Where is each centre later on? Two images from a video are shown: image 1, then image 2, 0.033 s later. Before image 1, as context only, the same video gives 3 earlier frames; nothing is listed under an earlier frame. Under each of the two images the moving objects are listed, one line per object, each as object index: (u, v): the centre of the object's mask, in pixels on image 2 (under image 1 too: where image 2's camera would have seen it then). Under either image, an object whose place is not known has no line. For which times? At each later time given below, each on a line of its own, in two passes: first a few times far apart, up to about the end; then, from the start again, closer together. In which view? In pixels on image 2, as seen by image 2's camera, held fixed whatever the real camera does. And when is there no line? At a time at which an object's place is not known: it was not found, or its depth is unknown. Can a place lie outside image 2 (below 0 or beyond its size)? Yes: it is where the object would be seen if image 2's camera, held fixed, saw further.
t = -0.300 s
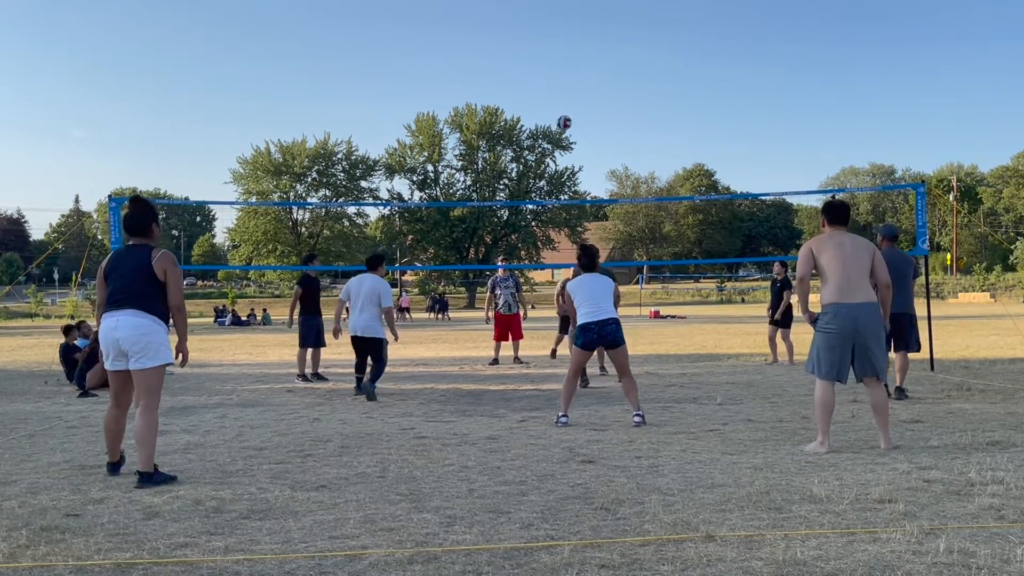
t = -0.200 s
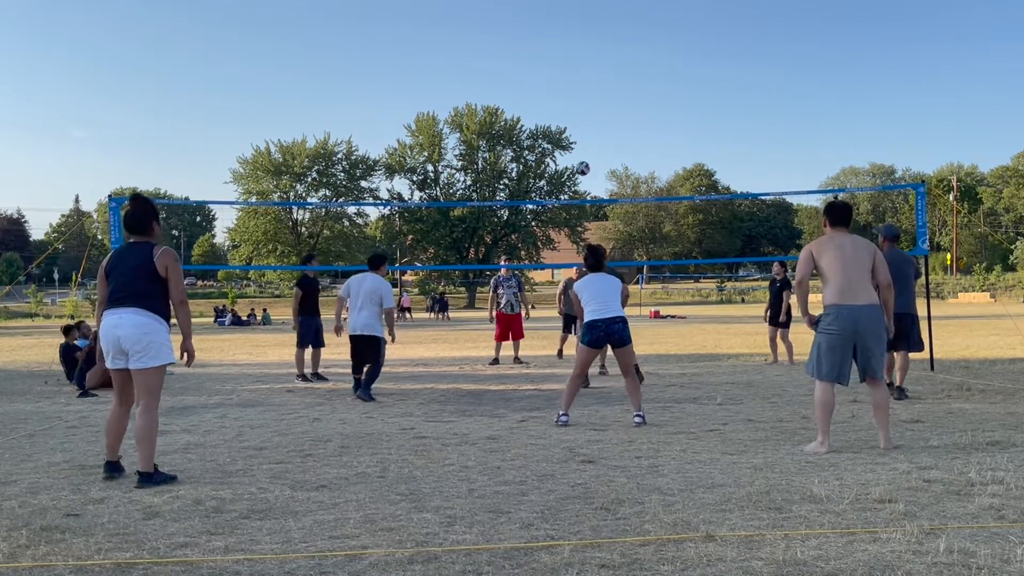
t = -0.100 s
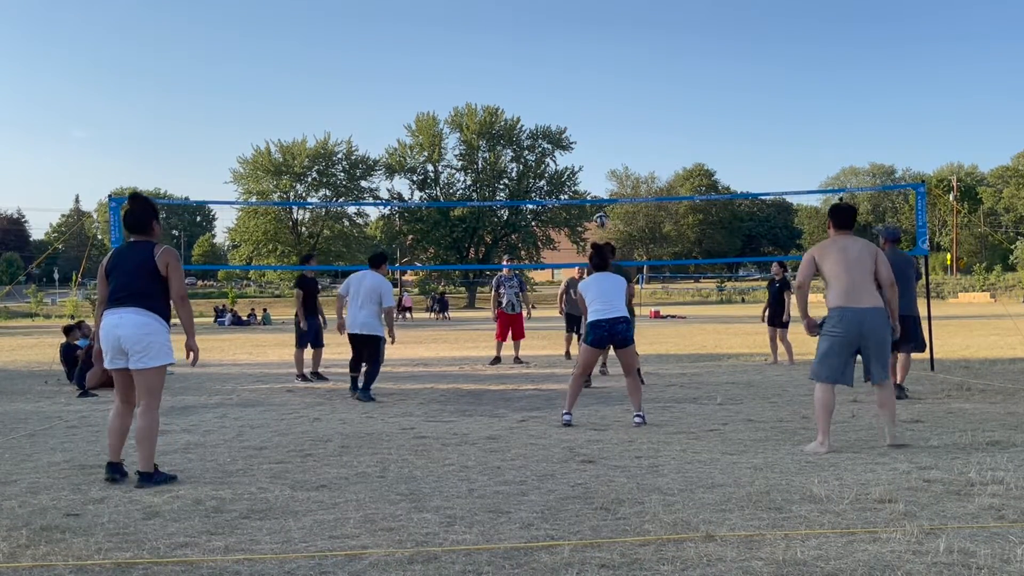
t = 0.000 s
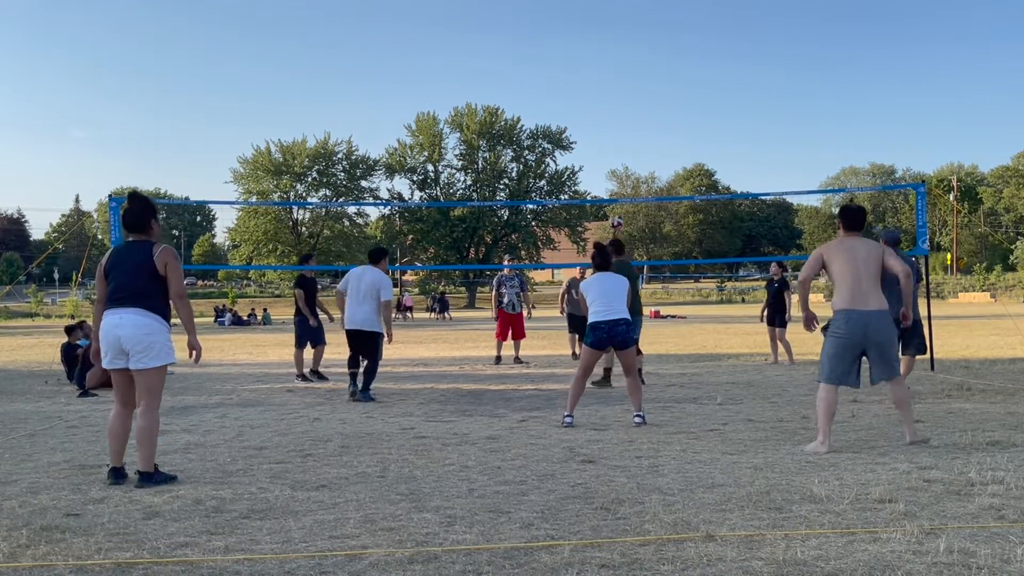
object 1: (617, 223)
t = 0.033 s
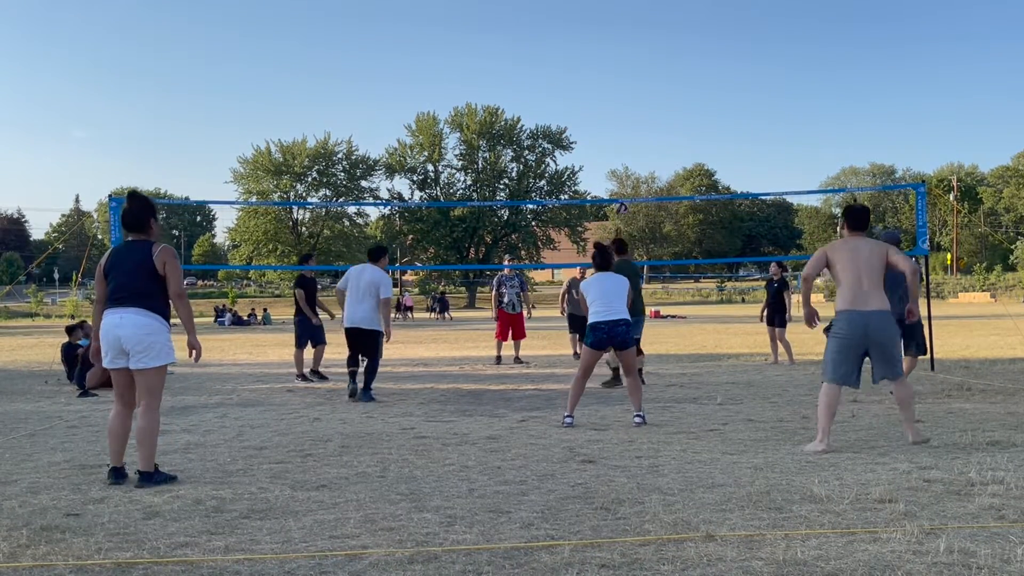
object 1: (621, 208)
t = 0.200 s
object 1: (644, 138)
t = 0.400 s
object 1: (677, 76)
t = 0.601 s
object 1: (716, 40)
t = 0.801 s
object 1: (762, 42)
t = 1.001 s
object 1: (816, 91)
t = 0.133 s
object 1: (634, 164)
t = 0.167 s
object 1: (639, 151)
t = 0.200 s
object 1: (644, 138)
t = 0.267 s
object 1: (654, 115)
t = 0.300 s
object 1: (660, 104)
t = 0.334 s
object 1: (666, 93)
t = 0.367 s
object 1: (671, 84)
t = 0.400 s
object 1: (677, 76)
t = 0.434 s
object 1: (683, 67)
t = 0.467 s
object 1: (689, 60)
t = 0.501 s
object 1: (696, 54)
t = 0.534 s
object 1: (702, 49)
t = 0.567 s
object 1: (709, 44)
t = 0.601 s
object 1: (716, 40)
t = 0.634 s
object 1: (723, 38)
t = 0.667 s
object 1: (730, 36)
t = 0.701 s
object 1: (738, 36)
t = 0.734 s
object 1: (746, 37)
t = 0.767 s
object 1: (753, 39)
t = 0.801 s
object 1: (762, 42)
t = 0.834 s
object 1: (770, 47)
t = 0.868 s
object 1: (779, 52)
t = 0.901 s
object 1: (787, 60)
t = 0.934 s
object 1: (797, 69)
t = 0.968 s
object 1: (806, 79)
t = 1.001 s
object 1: (816, 91)
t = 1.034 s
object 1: (826, 105)
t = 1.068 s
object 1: (837, 121)
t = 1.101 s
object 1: (848, 139)
